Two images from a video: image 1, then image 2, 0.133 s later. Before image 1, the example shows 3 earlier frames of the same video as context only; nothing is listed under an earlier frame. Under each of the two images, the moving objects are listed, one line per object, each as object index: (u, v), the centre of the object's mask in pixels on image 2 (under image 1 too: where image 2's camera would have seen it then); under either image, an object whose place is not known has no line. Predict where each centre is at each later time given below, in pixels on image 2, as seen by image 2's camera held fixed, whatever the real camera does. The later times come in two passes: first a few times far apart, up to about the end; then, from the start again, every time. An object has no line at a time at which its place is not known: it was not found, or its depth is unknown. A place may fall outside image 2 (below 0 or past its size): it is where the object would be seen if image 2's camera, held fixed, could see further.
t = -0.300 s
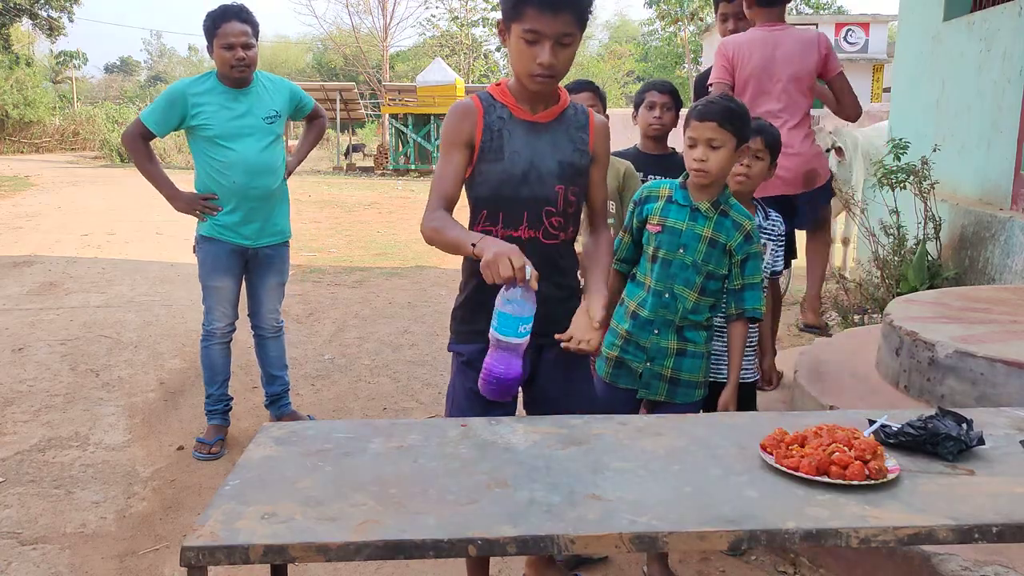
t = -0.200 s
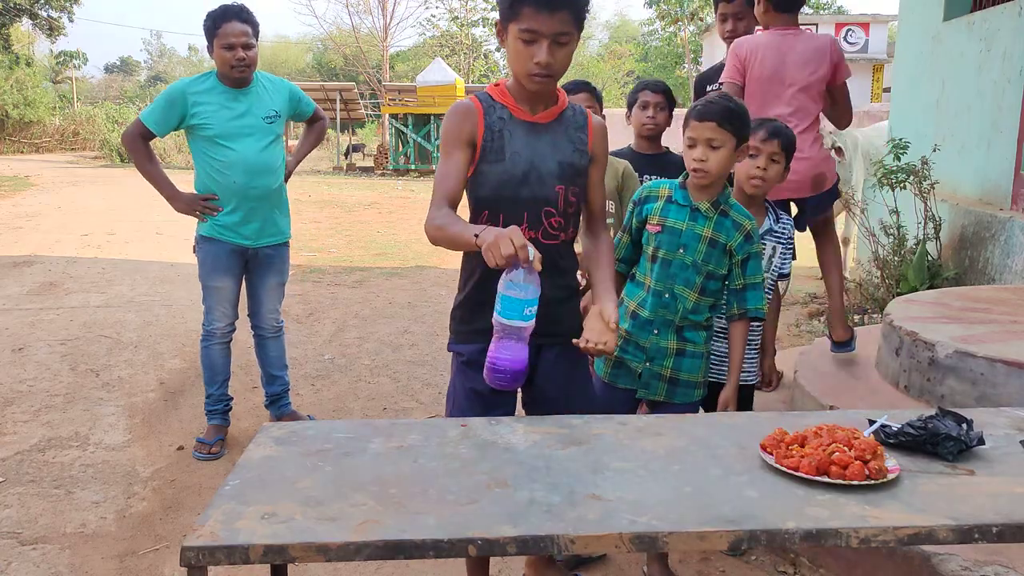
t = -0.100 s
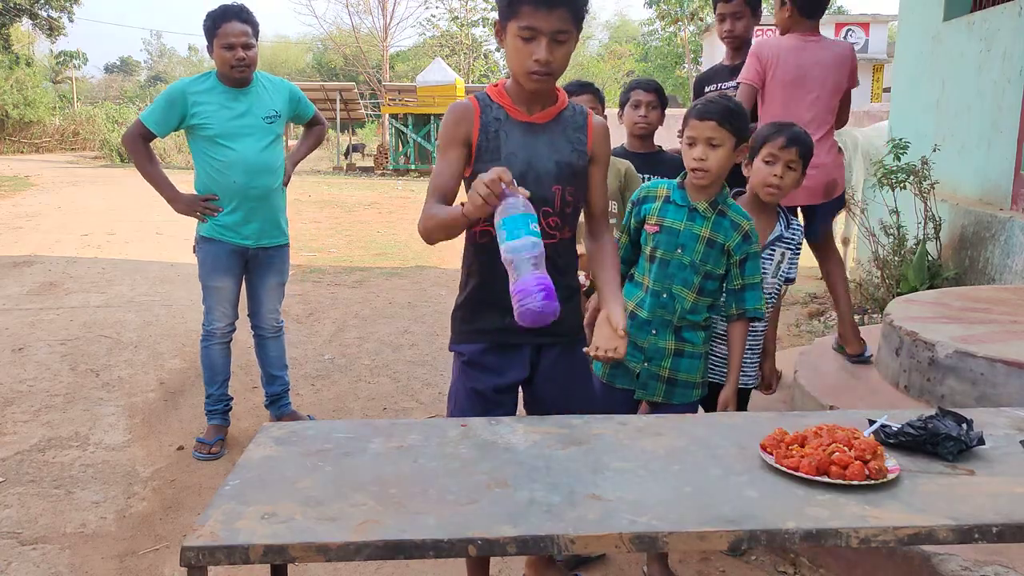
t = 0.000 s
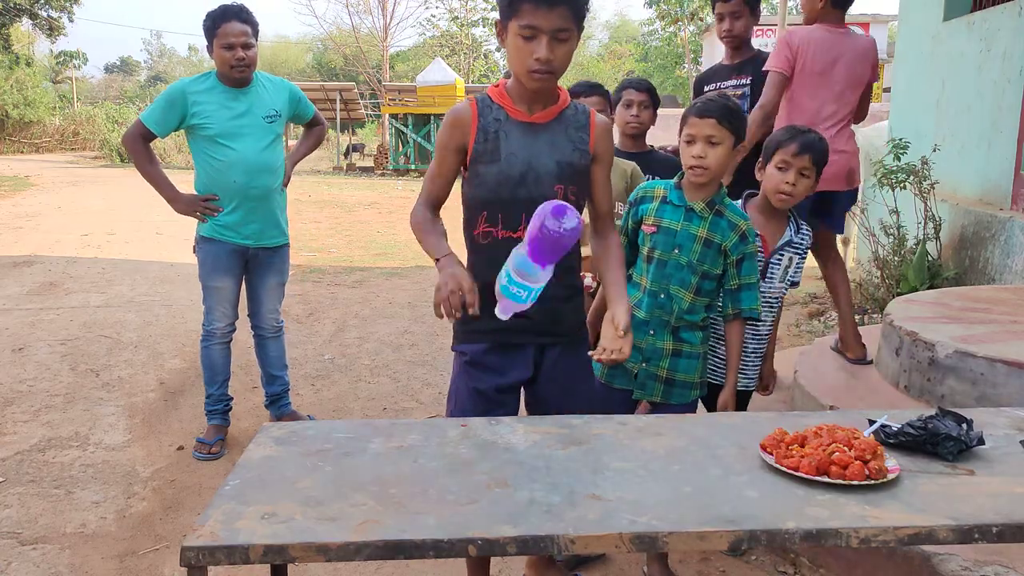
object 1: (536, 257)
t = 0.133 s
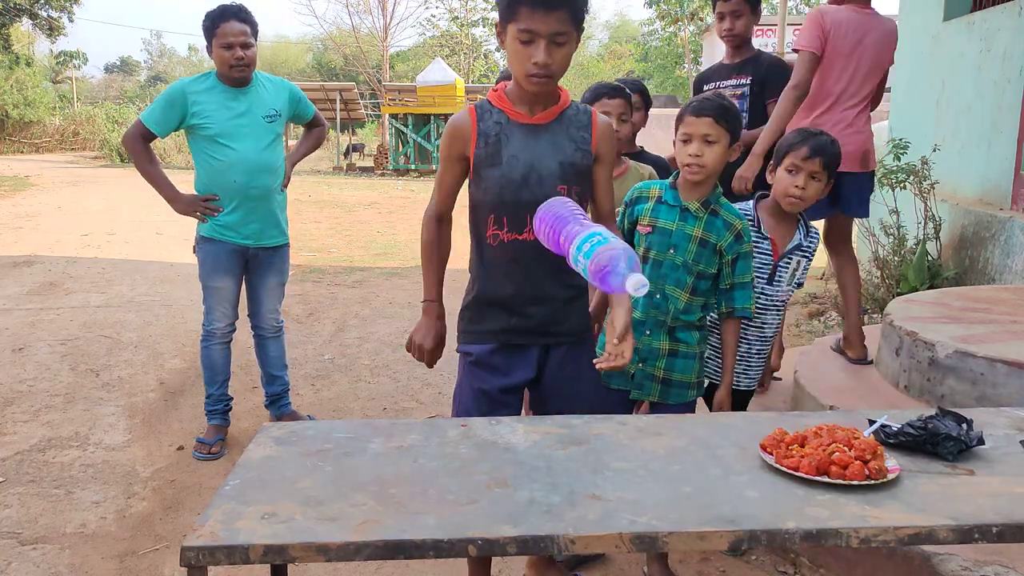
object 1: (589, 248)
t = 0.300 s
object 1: (610, 379)
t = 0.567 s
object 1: (651, 466)
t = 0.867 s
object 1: (640, 472)
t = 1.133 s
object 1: (632, 474)
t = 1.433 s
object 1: (640, 471)
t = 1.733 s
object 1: (643, 469)
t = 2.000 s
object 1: (636, 473)
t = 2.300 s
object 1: (639, 471)
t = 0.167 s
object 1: (595, 254)
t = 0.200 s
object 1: (600, 272)
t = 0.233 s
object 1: (604, 298)
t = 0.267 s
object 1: (607, 335)
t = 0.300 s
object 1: (610, 379)
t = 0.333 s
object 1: (618, 405)
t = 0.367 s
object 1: (629, 418)
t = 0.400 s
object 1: (640, 440)
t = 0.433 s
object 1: (649, 467)
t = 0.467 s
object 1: (650, 461)
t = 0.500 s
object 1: (653, 465)
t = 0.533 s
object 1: (652, 465)
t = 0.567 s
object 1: (651, 466)
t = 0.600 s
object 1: (648, 467)
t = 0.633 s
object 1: (647, 467)
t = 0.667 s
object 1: (647, 468)
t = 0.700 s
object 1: (647, 467)
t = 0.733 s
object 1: (647, 468)
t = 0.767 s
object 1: (646, 468)
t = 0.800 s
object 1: (643, 469)
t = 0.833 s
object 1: (641, 471)
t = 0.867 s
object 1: (640, 472)
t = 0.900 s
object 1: (638, 472)
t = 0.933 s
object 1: (638, 472)
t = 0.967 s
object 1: (637, 473)
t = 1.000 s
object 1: (635, 473)
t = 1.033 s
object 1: (634, 474)
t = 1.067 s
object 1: (633, 474)
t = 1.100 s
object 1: (632, 474)
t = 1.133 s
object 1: (632, 474)
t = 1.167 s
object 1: (632, 474)
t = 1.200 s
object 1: (633, 474)
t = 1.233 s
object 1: (633, 474)
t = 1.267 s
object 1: (634, 474)
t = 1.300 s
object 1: (634, 473)
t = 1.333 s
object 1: (635, 473)
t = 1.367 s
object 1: (636, 472)
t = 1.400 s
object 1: (639, 472)
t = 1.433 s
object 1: (640, 471)
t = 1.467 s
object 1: (641, 470)
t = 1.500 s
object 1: (641, 470)
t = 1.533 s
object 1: (642, 470)
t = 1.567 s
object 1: (643, 470)
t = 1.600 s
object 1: (644, 469)
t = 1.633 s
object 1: (645, 469)
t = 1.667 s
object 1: (645, 469)
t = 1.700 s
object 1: (644, 469)
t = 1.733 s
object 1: (643, 469)
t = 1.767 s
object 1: (642, 470)
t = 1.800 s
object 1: (641, 470)
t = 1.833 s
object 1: (641, 470)
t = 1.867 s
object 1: (640, 471)
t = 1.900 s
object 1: (639, 471)
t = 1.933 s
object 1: (637, 472)
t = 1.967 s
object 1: (636, 472)
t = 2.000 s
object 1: (636, 473)
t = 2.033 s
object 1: (636, 473)
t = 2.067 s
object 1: (636, 473)
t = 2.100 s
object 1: (635, 473)
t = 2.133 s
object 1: (635, 473)
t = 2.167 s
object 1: (635, 473)
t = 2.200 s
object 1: (636, 473)
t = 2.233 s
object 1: (637, 472)
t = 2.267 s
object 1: (638, 472)
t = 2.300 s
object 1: (639, 471)
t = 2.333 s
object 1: (640, 471)
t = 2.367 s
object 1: (640, 471)
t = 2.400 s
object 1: (641, 471)
